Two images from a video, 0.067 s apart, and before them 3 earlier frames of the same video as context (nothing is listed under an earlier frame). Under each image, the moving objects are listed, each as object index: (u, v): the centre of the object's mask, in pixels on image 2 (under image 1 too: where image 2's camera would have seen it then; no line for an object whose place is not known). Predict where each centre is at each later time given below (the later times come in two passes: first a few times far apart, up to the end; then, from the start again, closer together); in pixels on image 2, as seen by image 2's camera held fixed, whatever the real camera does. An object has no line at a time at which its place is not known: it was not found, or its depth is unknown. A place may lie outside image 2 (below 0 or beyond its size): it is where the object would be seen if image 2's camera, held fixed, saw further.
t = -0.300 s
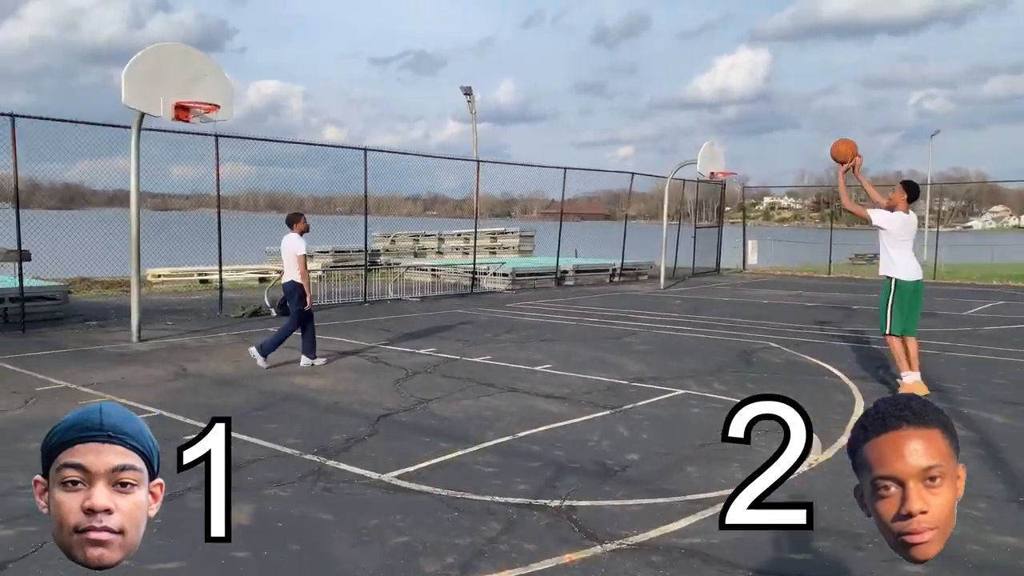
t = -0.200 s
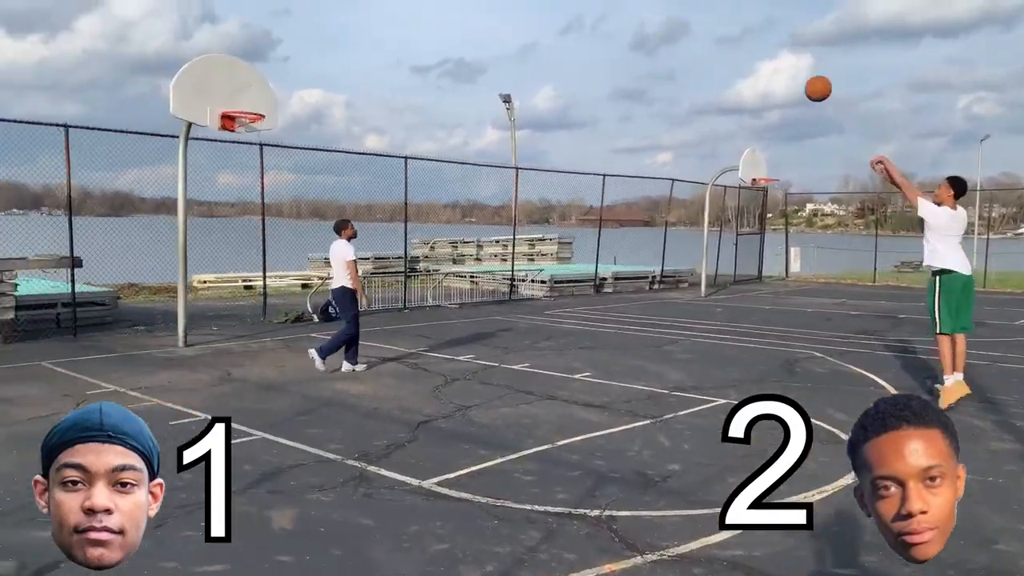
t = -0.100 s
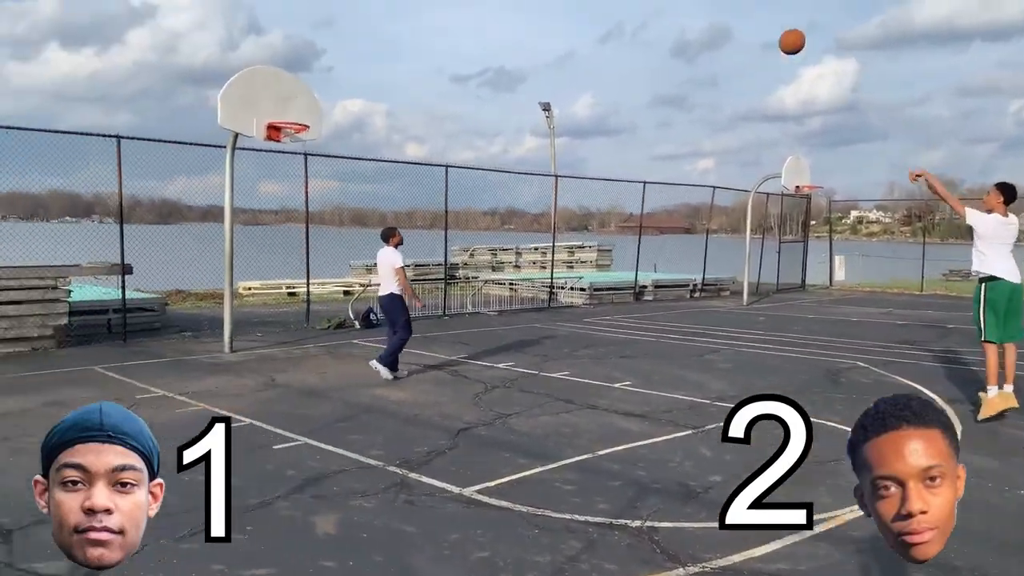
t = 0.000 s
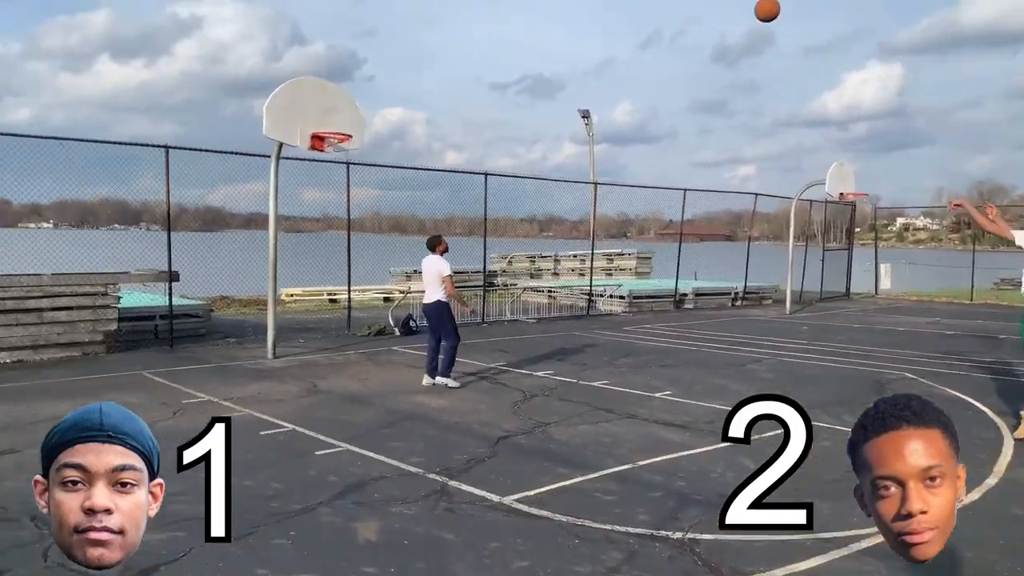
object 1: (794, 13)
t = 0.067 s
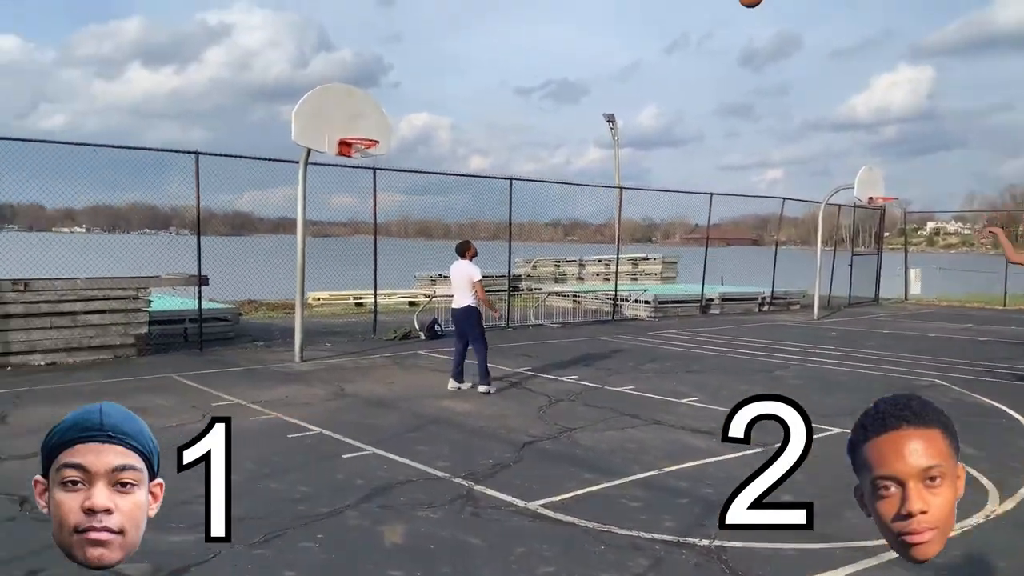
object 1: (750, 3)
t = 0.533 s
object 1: (500, 8)
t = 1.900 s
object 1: (367, 29)
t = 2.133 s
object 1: (371, 116)
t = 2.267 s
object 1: (373, 188)
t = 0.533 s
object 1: (500, 8)
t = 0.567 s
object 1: (485, 15)
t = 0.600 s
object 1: (471, 24)
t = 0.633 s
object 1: (457, 33)
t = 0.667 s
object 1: (443, 44)
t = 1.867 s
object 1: (366, 23)
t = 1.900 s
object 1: (367, 29)
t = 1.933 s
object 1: (367, 36)
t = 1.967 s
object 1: (368, 47)
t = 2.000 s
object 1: (369, 59)
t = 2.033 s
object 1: (369, 72)
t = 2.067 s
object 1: (370, 86)
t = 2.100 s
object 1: (370, 100)
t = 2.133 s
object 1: (371, 116)
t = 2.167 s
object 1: (371, 133)
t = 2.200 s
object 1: (372, 150)
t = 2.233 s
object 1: (372, 169)
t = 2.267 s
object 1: (373, 188)
